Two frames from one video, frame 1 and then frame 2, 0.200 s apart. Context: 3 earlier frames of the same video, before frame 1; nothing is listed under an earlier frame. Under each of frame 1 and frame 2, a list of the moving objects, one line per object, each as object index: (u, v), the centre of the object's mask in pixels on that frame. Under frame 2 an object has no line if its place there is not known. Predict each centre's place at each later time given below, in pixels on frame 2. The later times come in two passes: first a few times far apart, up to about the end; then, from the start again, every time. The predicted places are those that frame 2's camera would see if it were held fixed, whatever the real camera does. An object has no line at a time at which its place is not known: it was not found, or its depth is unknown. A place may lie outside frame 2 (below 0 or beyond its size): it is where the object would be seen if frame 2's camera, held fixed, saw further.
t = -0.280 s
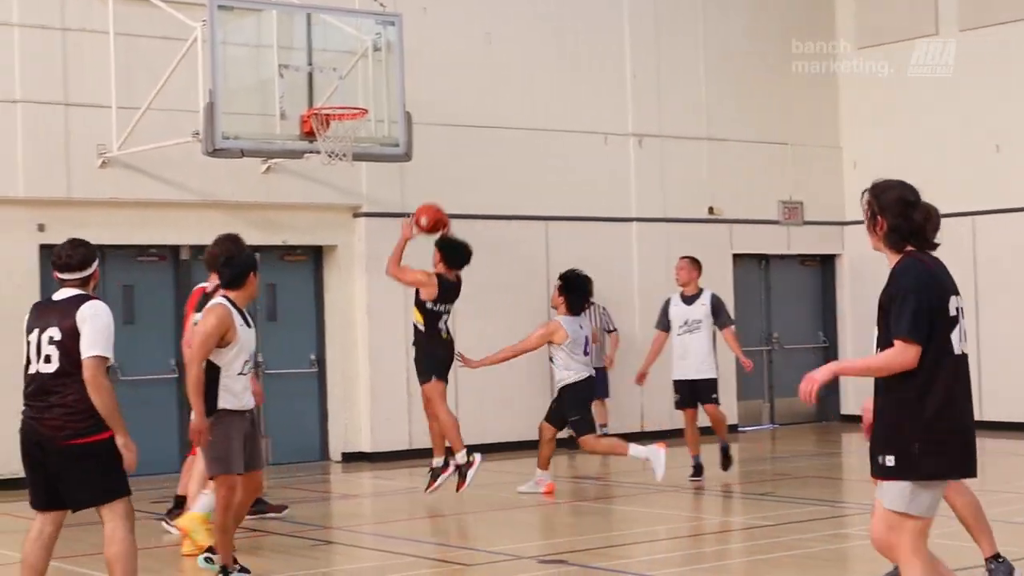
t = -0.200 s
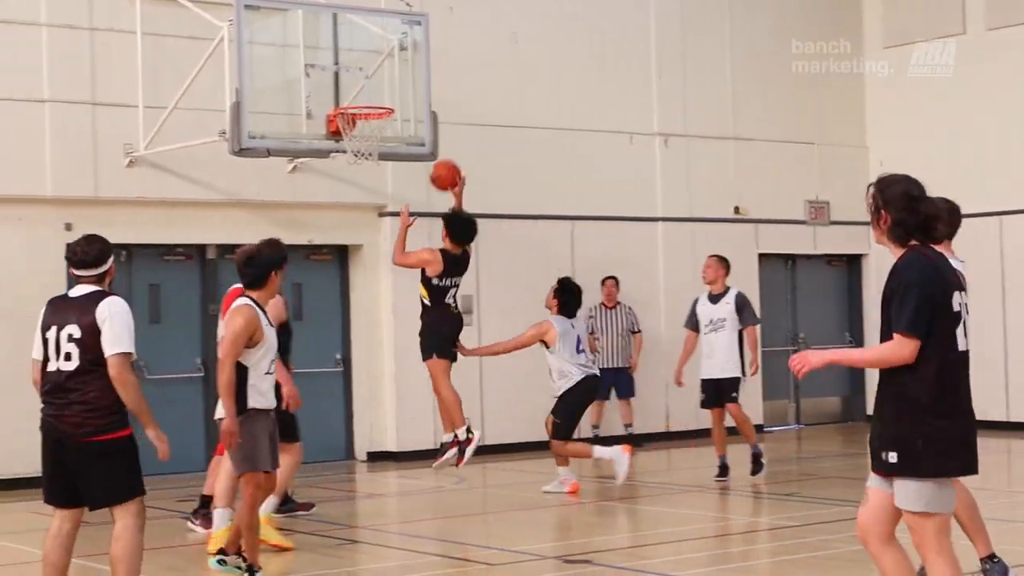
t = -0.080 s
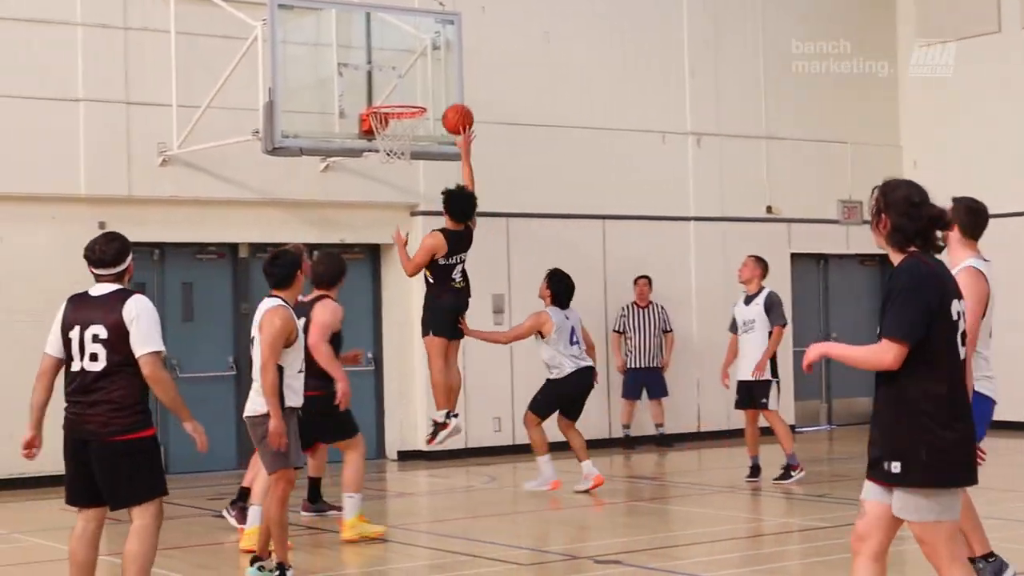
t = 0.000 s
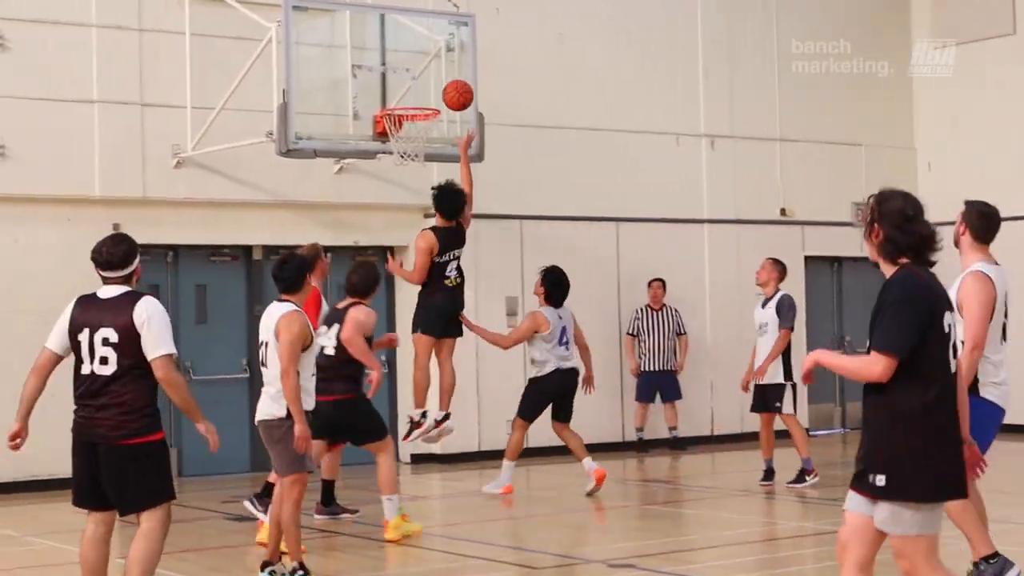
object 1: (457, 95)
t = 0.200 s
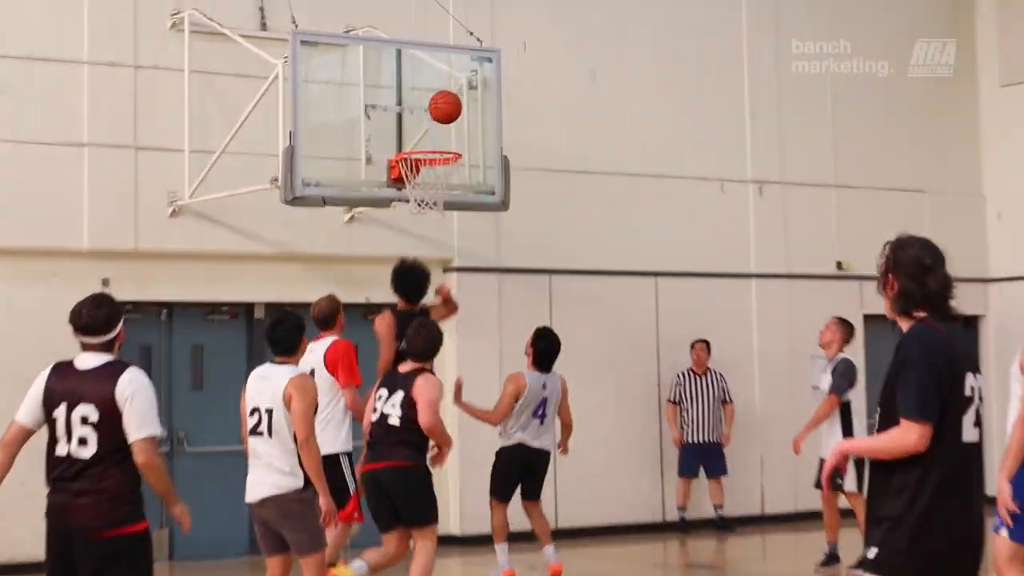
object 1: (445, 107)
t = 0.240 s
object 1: (438, 108)
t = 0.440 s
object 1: (409, 136)
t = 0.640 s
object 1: (408, 138)
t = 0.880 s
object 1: (425, 137)
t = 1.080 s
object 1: (440, 145)
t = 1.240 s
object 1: (455, 195)
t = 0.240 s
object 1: (438, 108)
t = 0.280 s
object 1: (431, 111)
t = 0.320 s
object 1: (425, 116)
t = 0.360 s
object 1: (419, 123)
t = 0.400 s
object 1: (412, 132)
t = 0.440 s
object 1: (409, 136)
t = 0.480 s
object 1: (408, 134)
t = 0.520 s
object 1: (408, 134)
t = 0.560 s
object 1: (407, 135)
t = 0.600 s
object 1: (407, 138)
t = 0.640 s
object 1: (408, 138)
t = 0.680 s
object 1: (411, 136)
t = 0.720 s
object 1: (414, 135)
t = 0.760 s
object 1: (417, 136)
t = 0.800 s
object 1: (420, 138)
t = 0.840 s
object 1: (423, 138)
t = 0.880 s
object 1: (425, 137)
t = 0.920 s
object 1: (428, 137)
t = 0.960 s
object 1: (430, 138)
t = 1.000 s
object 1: (433, 140)
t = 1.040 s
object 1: (436, 142)
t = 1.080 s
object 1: (440, 145)
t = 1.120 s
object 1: (444, 150)
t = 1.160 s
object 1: (456, 177)
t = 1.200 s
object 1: (455, 184)
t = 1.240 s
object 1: (455, 195)
